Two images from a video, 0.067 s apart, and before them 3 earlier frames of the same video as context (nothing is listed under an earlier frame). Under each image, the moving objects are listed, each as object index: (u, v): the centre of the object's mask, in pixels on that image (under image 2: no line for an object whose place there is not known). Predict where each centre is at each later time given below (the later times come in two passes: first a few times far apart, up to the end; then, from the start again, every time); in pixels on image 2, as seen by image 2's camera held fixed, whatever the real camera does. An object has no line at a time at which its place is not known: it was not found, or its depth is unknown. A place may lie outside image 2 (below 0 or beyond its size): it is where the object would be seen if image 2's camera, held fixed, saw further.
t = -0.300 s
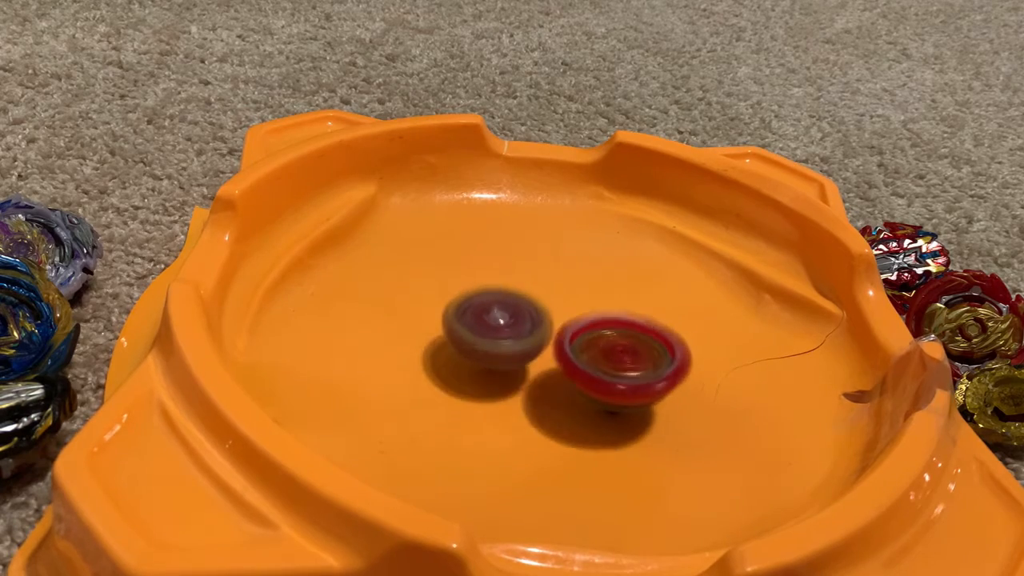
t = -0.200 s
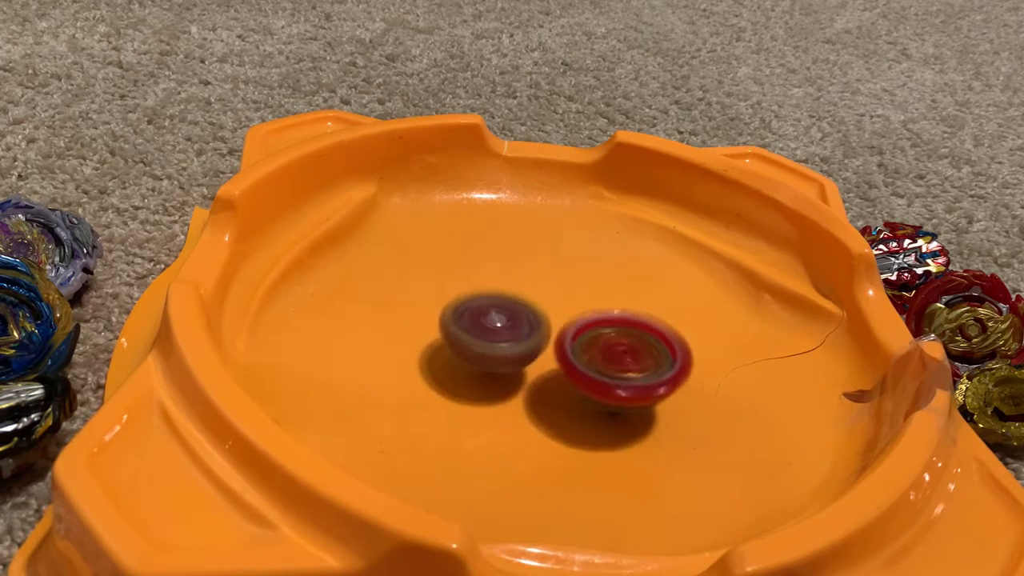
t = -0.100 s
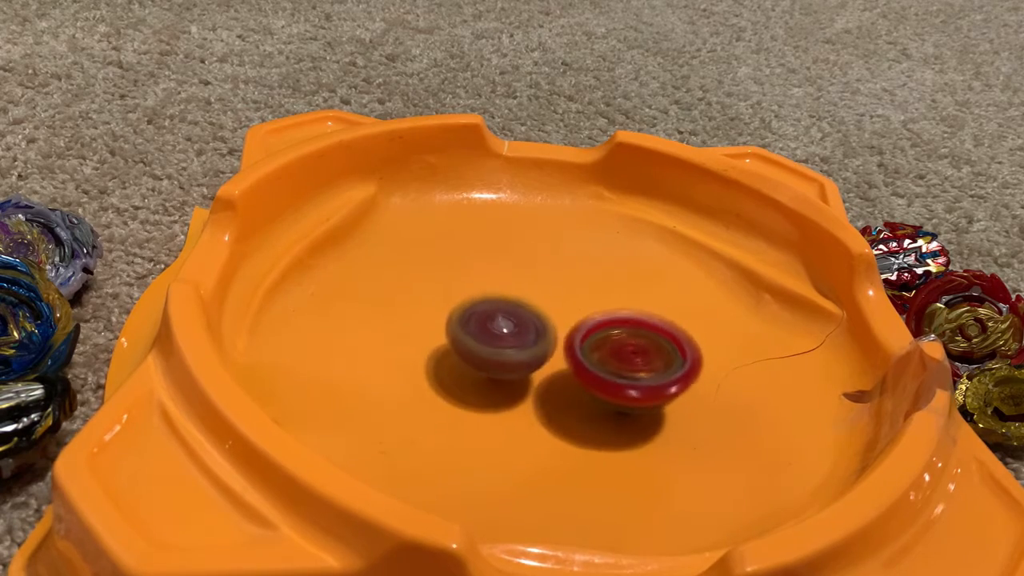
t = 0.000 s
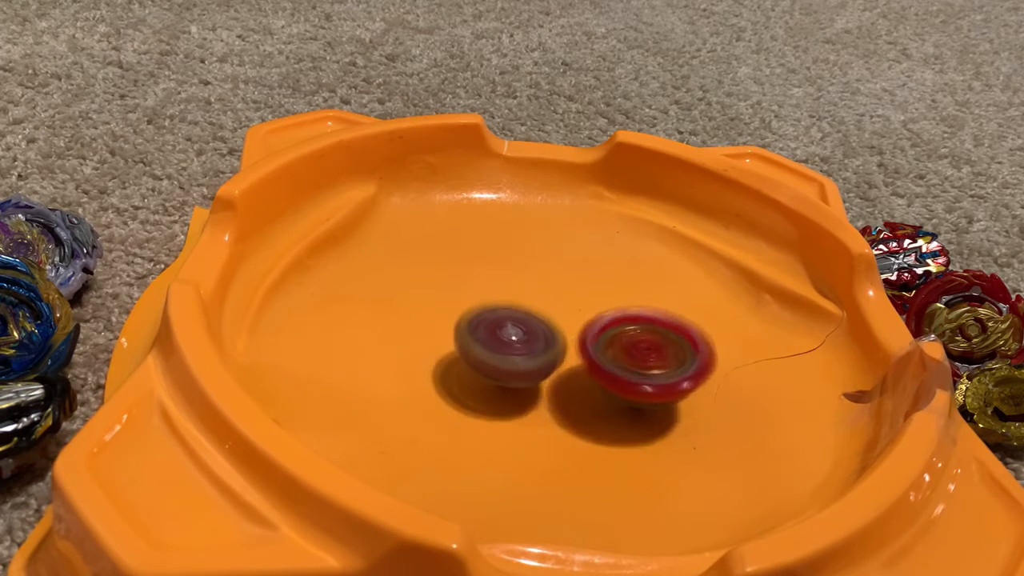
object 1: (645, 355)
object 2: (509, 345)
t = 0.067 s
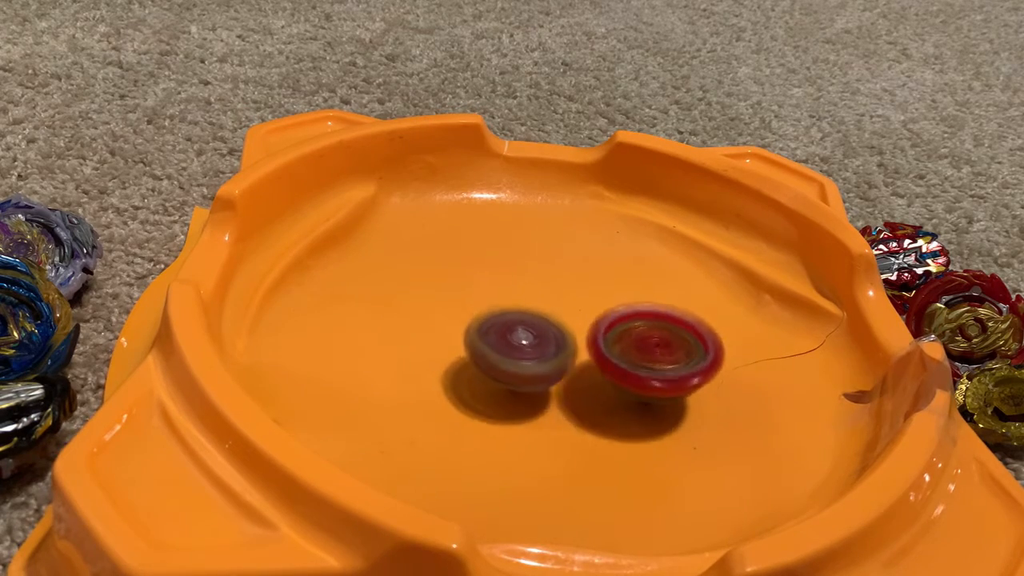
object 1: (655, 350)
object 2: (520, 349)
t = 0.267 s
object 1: (699, 338)
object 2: (502, 326)
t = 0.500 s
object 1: (673, 320)
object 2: (481, 325)
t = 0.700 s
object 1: (614, 309)
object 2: (495, 320)
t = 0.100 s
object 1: (656, 347)
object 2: (526, 350)
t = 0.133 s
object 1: (669, 342)
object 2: (522, 344)
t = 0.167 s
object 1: (681, 344)
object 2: (517, 337)
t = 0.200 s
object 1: (690, 343)
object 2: (511, 332)
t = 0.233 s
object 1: (696, 341)
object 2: (506, 328)
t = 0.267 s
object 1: (699, 338)
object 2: (502, 326)
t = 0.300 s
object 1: (700, 335)
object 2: (497, 324)
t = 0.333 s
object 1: (698, 333)
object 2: (493, 323)
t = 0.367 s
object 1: (695, 330)
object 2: (489, 322)
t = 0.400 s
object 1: (691, 327)
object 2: (486, 322)
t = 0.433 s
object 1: (686, 325)
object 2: (483, 322)
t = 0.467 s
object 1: (680, 322)
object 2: (482, 323)
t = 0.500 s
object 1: (673, 320)
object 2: (481, 325)
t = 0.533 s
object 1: (664, 318)
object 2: (484, 326)
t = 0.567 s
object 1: (654, 316)
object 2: (487, 327)
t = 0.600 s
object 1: (643, 314)
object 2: (492, 327)
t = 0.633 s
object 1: (630, 313)
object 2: (497, 326)
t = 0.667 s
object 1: (619, 312)
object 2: (500, 323)
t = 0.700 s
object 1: (614, 309)
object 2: (495, 320)
